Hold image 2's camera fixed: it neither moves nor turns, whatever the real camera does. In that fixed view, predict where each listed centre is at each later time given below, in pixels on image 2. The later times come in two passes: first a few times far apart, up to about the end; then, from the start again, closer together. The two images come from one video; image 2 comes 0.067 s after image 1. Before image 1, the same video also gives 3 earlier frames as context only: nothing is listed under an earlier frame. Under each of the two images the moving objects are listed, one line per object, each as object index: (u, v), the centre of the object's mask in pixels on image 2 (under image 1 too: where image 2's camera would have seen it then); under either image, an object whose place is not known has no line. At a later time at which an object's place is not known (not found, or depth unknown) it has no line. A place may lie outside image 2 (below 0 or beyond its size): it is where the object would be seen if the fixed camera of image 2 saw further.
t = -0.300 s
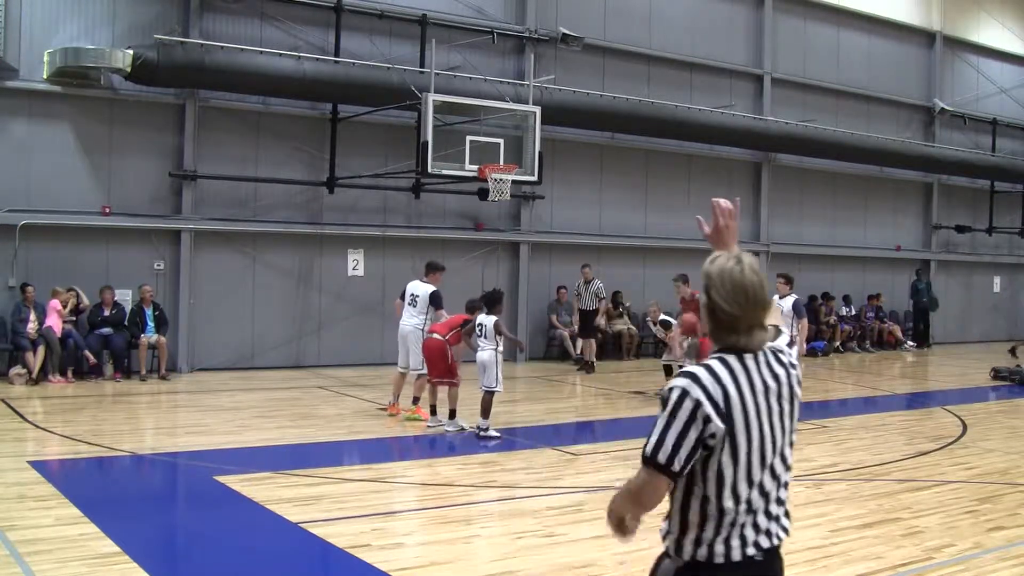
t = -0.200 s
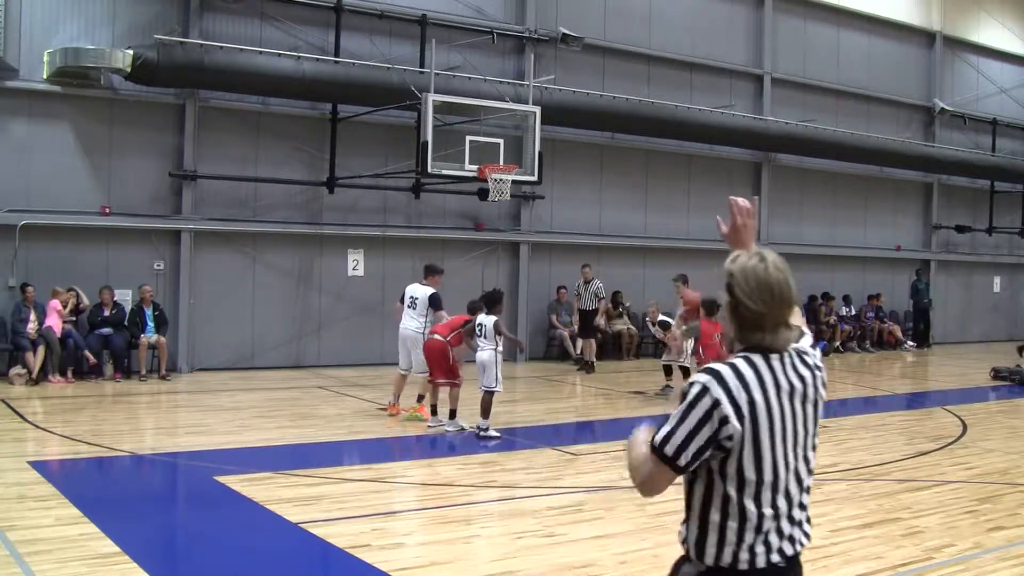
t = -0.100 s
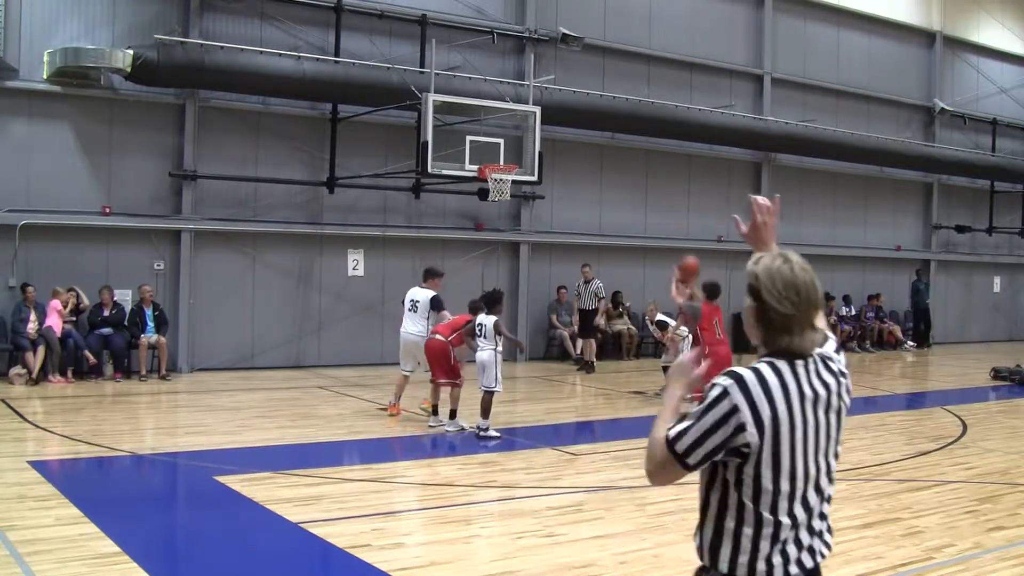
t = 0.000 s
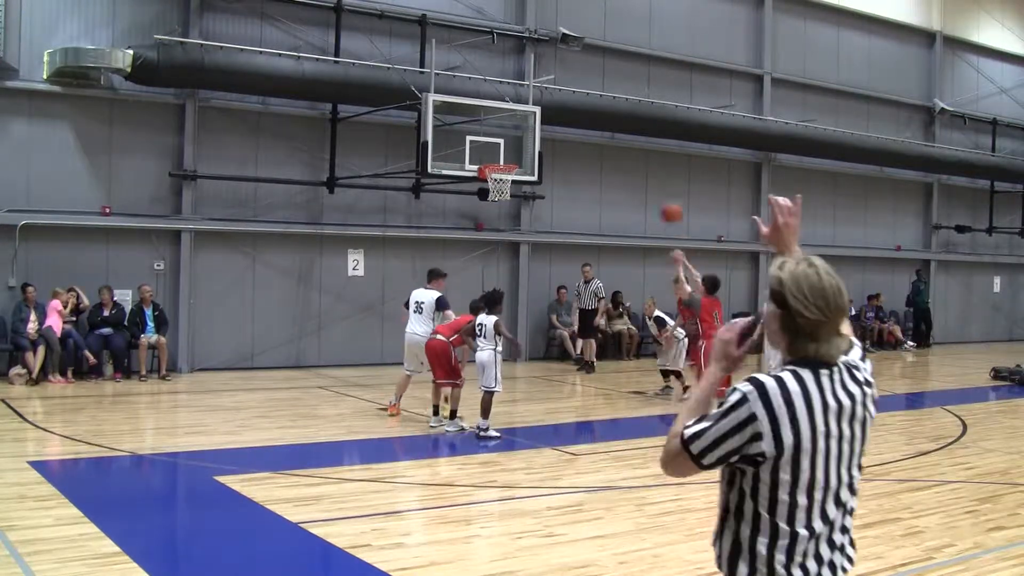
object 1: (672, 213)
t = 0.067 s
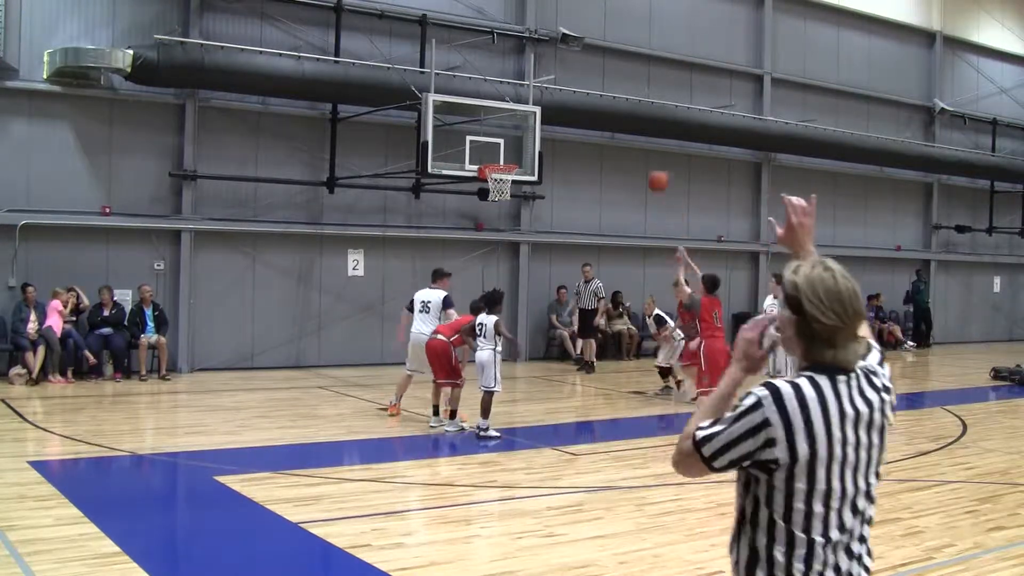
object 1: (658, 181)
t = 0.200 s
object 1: (634, 133)
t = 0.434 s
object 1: (594, 95)
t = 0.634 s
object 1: (564, 96)
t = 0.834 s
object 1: (536, 131)
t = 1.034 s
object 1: (532, 151)
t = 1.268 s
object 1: (560, 150)
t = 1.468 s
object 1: (583, 182)
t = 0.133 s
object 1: (646, 157)
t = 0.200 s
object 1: (634, 133)
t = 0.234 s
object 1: (629, 125)
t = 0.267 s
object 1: (622, 118)
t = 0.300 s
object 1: (616, 112)
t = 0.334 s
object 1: (610, 107)
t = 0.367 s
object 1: (605, 101)
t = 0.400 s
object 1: (598, 96)
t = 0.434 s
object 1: (594, 95)
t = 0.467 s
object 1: (589, 94)
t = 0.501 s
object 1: (584, 93)
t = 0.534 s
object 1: (579, 93)
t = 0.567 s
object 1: (573, 93)
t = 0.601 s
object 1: (570, 95)
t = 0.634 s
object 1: (564, 96)
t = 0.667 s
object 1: (560, 101)
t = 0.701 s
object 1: (555, 107)
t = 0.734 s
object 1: (551, 111)
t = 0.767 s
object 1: (546, 116)
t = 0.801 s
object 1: (540, 124)
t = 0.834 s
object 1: (536, 131)
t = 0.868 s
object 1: (531, 140)
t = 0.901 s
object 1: (528, 146)
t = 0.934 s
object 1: (523, 158)
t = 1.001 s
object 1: (529, 154)
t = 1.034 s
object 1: (532, 151)
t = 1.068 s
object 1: (536, 149)
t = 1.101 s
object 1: (541, 147)
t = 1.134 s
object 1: (545, 146)
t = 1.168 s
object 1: (549, 146)
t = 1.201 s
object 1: (553, 146)
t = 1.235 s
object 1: (556, 147)
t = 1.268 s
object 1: (560, 150)
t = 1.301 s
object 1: (564, 154)
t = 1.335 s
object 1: (569, 158)
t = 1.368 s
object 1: (571, 163)
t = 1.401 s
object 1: (574, 168)
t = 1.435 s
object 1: (578, 176)
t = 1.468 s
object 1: (583, 182)
